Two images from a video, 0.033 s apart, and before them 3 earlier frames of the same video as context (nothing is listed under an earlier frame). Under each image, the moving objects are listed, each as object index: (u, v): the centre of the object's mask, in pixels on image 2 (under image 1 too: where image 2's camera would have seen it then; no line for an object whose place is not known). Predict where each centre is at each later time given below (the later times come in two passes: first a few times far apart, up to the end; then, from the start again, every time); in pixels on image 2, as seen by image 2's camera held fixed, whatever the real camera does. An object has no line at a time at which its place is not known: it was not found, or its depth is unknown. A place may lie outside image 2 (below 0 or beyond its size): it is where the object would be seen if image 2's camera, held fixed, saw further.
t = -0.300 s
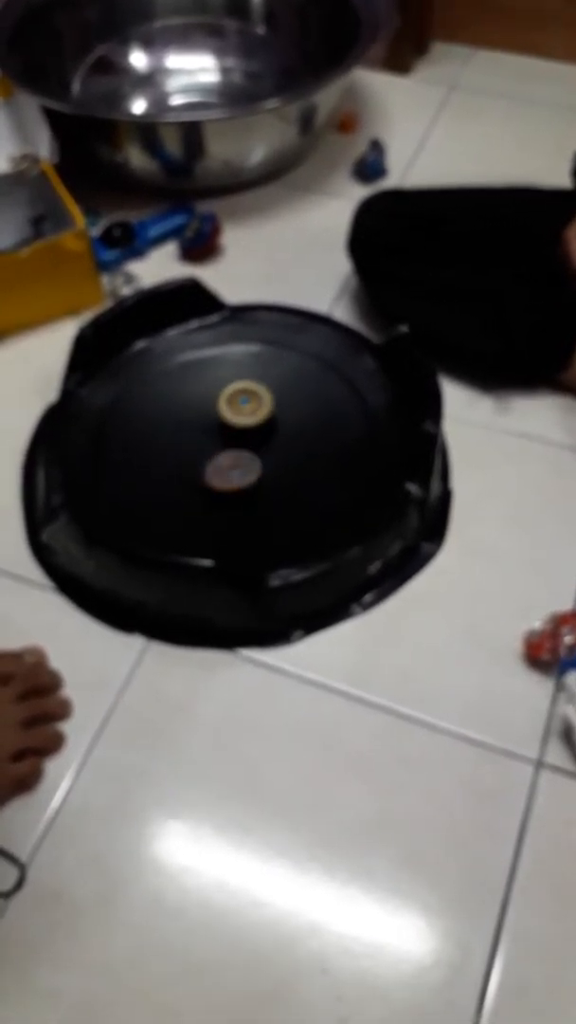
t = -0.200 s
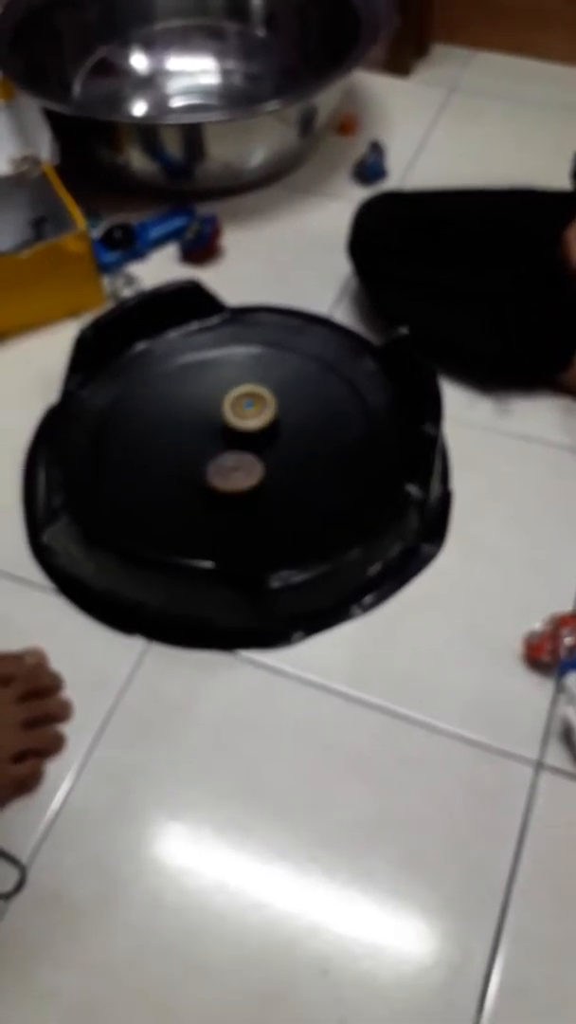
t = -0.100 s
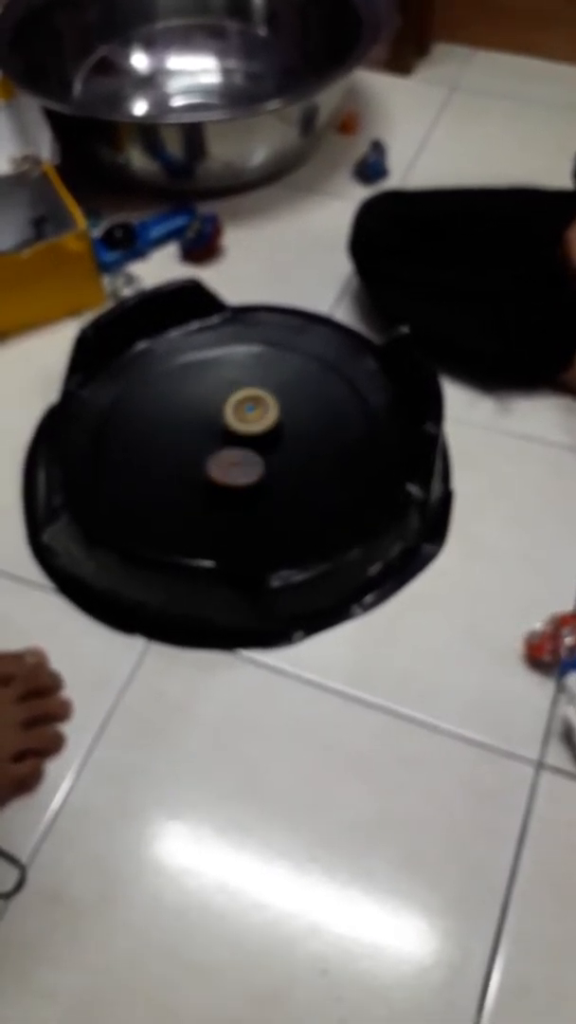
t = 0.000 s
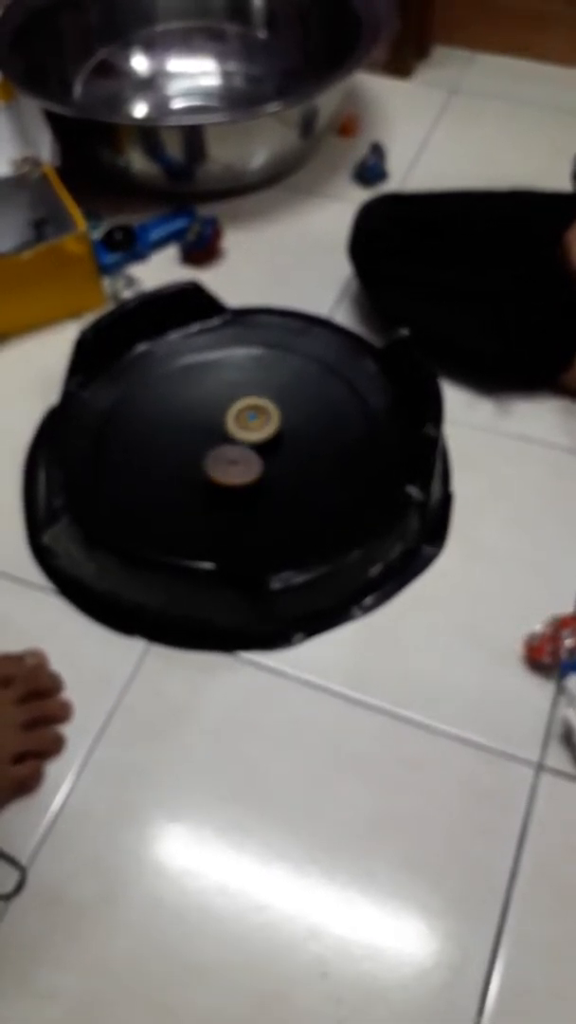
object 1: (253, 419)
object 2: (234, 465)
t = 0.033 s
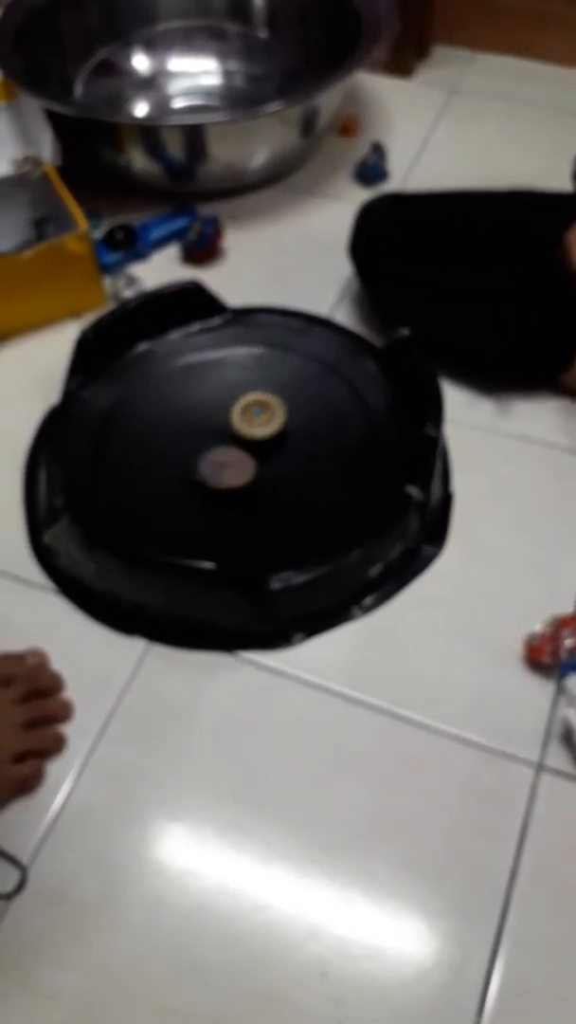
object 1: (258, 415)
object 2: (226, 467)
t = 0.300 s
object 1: (249, 400)
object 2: (207, 463)
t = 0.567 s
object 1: (248, 408)
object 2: (195, 461)
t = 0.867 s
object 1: (252, 422)
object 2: (209, 456)
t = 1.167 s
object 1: (276, 417)
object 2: (217, 456)
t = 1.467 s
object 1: (288, 409)
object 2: (210, 457)
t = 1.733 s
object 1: (279, 407)
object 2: (200, 453)
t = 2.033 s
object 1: (277, 437)
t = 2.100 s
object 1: (286, 441)
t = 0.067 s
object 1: (262, 410)
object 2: (220, 469)
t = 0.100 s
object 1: (264, 406)
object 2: (217, 468)
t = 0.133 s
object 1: (265, 403)
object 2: (215, 469)
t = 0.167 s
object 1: (264, 400)
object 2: (213, 468)
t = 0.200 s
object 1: (262, 398)
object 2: (211, 467)
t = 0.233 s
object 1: (258, 398)
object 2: (209, 466)
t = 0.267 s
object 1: (253, 398)
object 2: (208, 464)
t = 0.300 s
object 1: (249, 400)
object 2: (207, 463)
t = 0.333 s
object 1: (244, 403)
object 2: (207, 461)
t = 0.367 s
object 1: (240, 407)
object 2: (208, 458)
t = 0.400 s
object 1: (237, 411)
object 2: (208, 456)
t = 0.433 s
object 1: (236, 413)
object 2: (205, 456)
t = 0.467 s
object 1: (241, 410)
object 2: (198, 460)
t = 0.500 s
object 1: (244, 408)
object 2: (195, 461)
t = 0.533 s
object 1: (247, 408)
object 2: (195, 461)
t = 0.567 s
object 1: (248, 408)
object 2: (195, 461)
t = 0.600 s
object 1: (250, 408)
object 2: (194, 461)
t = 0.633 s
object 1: (250, 409)
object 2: (196, 461)
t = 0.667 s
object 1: (251, 410)
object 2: (198, 461)
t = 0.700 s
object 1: (251, 411)
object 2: (200, 460)
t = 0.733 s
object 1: (251, 413)
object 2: (201, 459)
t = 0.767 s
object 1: (250, 416)
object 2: (203, 458)
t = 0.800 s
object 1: (250, 418)
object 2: (206, 458)
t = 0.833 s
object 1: (251, 420)
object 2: (210, 457)
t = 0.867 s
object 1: (252, 422)
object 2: (209, 456)
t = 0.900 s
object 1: (257, 422)
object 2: (207, 456)
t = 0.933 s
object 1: (263, 420)
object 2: (207, 457)
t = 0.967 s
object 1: (268, 419)
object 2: (209, 458)
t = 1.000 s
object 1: (272, 418)
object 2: (210, 458)
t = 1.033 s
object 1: (274, 417)
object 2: (210, 458)
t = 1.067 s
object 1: (276, 417)
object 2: (212, 458)
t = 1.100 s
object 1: (277, 417)
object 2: (215, 458)
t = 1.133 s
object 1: (277, 417)
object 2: (217, 457)
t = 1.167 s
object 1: (276, 417)
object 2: (217, 456)
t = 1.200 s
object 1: (274, 418)
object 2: (220, 456)
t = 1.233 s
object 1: (272, 419)
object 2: (223, 456)
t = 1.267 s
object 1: (271, 419)
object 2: (226, 455)
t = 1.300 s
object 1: (272, 419)
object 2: (225, 454)
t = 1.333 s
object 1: (273, 419)
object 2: (225, 454)
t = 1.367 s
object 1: (273, 419)
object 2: (228, 454)
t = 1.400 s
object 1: (274, 418)
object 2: (226, 454)
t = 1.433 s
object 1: (283, 413)
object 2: (216, 456)
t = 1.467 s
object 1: (288, 409)
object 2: (210, 457)
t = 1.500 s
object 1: (292, 406)
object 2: (209, 457)
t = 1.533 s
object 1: (293, 404)
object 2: (207, 457)
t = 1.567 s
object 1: (294, 403)
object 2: (204, 458)
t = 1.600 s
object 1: (293, 401)
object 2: (203, 457)
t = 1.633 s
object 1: (291, 401)
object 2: (201, 456)
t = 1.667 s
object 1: (288, 402)
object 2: (200, 456)
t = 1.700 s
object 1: (284, 404)
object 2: (200, 454)
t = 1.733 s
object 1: (279, 407)
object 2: (200, 453)
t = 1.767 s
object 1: (275, 410)
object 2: (200, 452)
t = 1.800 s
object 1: (271, 414)
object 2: (202, 450)
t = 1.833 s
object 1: (266, 418)
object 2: (203, 448)
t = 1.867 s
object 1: (262, 422)
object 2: (205, 448)
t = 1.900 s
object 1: (260, 426)
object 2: (205, 446)
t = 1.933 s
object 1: (261, 429)
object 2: (202, 444)
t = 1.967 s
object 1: (264, 433)
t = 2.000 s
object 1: (272, 435)
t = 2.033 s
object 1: (277, 437)
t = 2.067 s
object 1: (282, 439)
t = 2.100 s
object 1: (286, 441)
